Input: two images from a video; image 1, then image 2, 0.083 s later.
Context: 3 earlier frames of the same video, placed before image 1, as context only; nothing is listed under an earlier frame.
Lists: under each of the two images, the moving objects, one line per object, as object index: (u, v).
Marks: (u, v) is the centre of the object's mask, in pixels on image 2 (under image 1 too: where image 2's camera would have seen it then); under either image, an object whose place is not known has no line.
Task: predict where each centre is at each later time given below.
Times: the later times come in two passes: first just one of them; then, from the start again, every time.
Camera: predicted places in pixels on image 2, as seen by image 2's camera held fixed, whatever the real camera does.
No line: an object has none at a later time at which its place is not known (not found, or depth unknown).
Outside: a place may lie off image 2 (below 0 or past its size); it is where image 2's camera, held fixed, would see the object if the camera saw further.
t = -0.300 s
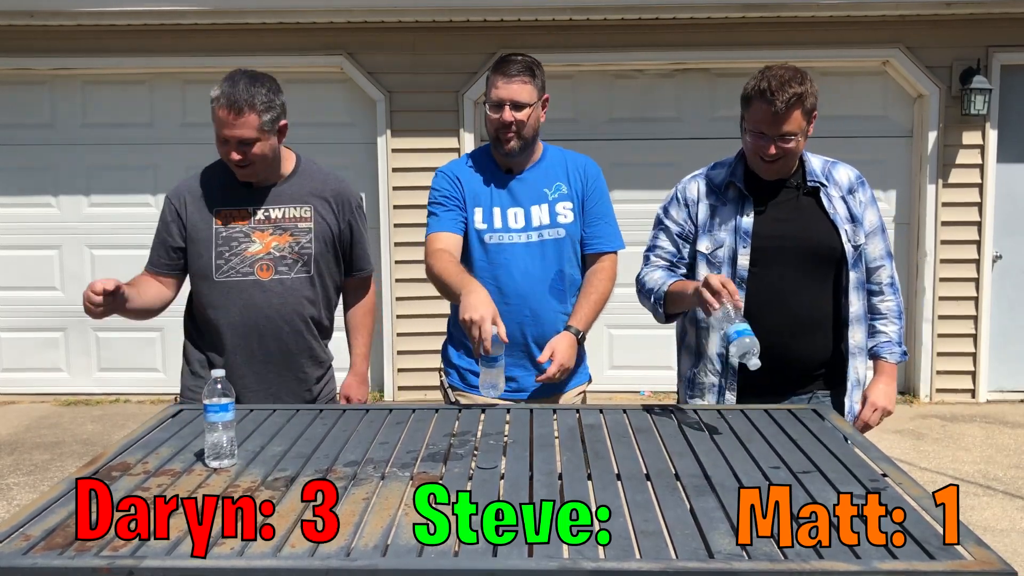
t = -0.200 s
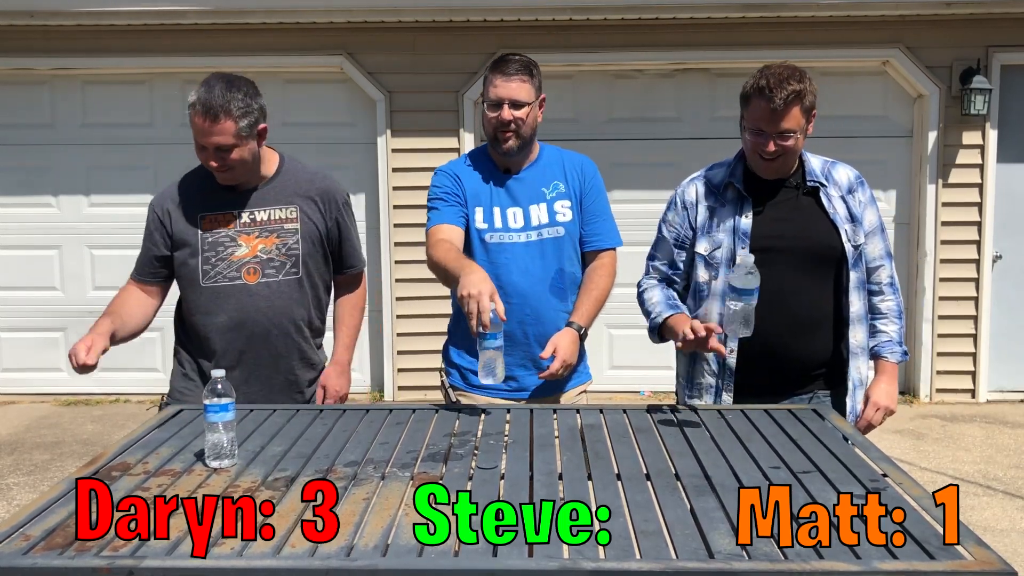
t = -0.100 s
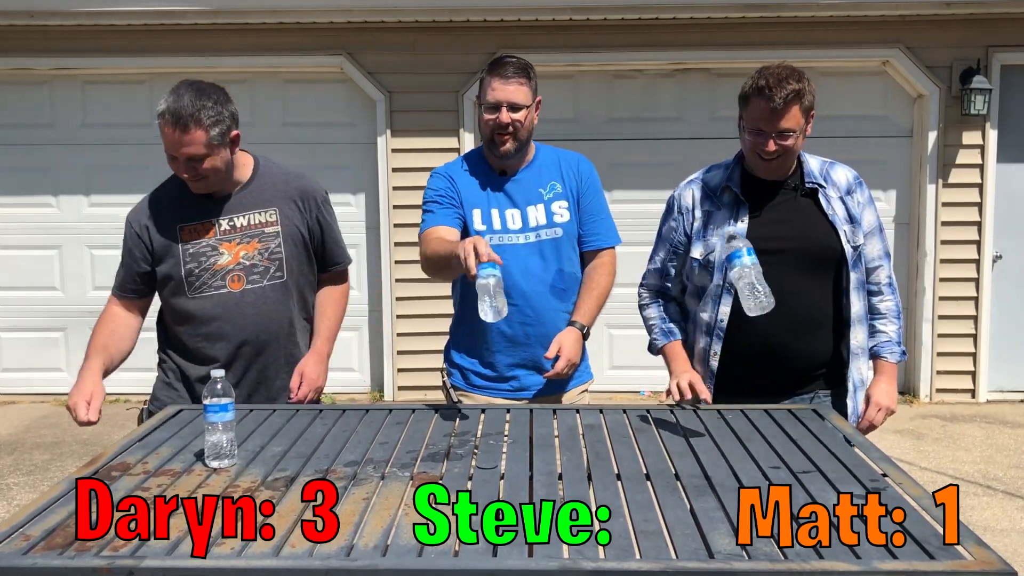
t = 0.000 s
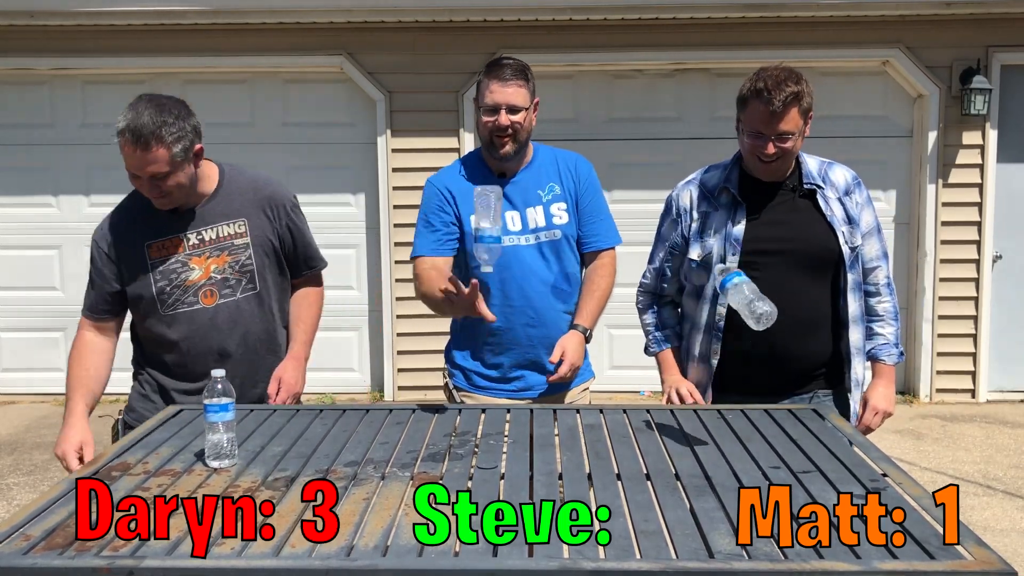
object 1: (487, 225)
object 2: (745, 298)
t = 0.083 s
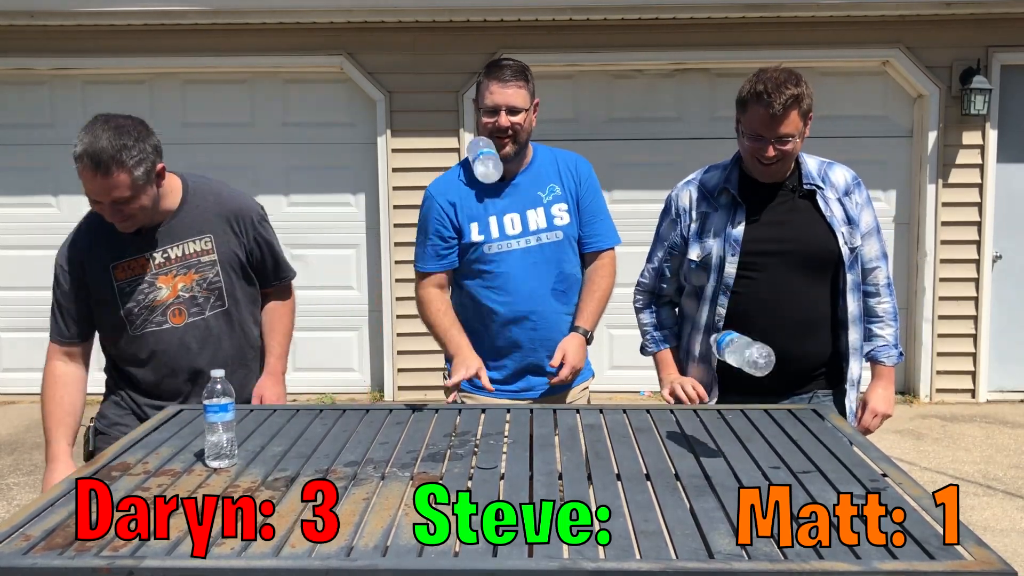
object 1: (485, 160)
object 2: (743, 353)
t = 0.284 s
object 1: (476, 147)
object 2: (739, 461)
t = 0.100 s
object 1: (484, 152)
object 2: (743, 368)
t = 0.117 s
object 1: (484, 144)
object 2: (742, 384)
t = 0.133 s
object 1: (483, 139)
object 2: (742, 402)
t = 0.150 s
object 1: (482, 135)
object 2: (741, 421)
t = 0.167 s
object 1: (481, 131)
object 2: (740, 442)
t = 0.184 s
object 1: (480, 130)
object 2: (739, 455)
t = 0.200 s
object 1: (480, 129)
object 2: (738, 453)
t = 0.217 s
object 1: (479, 130)
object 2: (738, 453)
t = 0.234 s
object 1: (478, 132)
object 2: (739, 454)
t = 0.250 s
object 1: (477, 135)
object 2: (739, 456)
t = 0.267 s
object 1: (477, 140)
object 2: (739, 458)
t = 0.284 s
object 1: (476, 147)
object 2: (739, 461)
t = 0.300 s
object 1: (476, 154)
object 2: (739, 462)
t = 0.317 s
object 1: (475, 163)
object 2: (739, 463)
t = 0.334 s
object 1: (475, 174)
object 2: (738, 464)
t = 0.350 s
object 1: (475, 185)
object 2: (738, 465)
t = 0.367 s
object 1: (474, 199)
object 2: (737, 465)
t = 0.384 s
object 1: (474, 213)
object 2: (737, 466)
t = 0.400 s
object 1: (473, 228)
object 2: (738, 467)
